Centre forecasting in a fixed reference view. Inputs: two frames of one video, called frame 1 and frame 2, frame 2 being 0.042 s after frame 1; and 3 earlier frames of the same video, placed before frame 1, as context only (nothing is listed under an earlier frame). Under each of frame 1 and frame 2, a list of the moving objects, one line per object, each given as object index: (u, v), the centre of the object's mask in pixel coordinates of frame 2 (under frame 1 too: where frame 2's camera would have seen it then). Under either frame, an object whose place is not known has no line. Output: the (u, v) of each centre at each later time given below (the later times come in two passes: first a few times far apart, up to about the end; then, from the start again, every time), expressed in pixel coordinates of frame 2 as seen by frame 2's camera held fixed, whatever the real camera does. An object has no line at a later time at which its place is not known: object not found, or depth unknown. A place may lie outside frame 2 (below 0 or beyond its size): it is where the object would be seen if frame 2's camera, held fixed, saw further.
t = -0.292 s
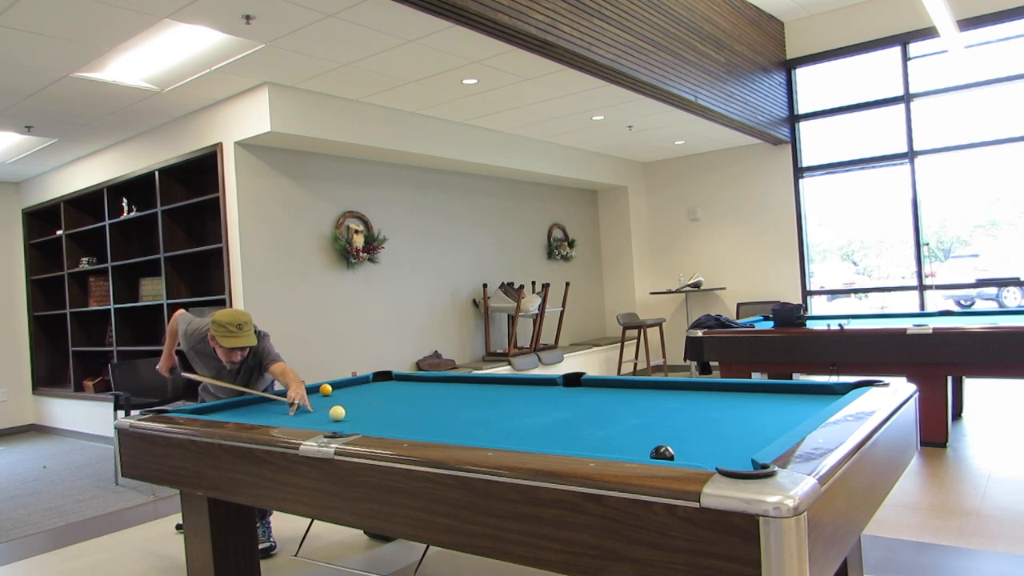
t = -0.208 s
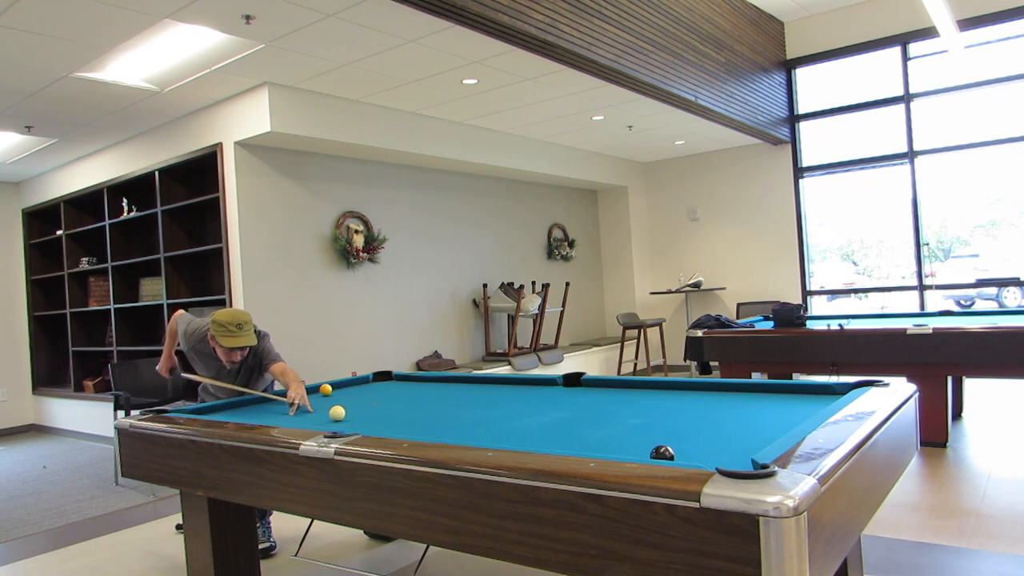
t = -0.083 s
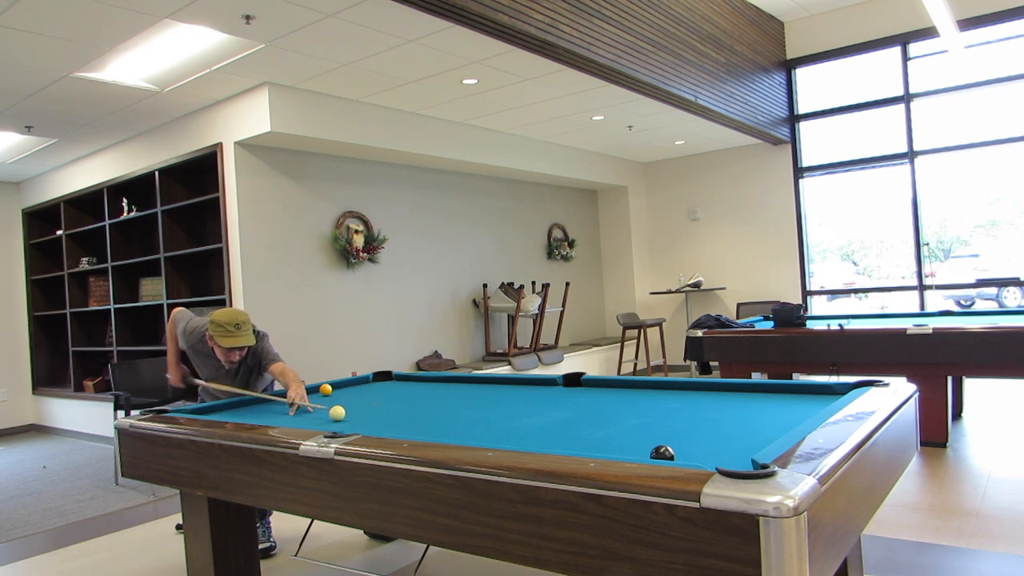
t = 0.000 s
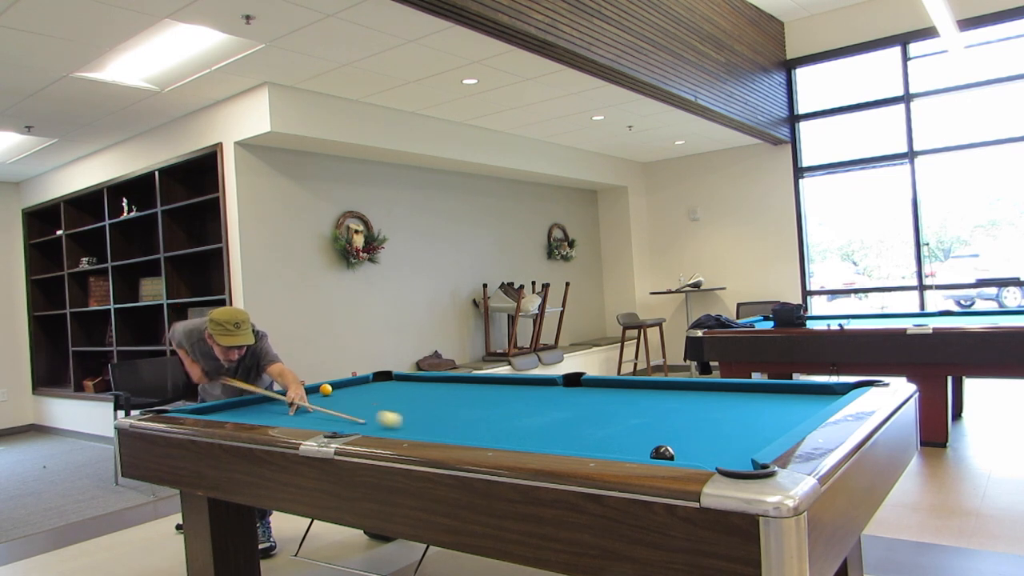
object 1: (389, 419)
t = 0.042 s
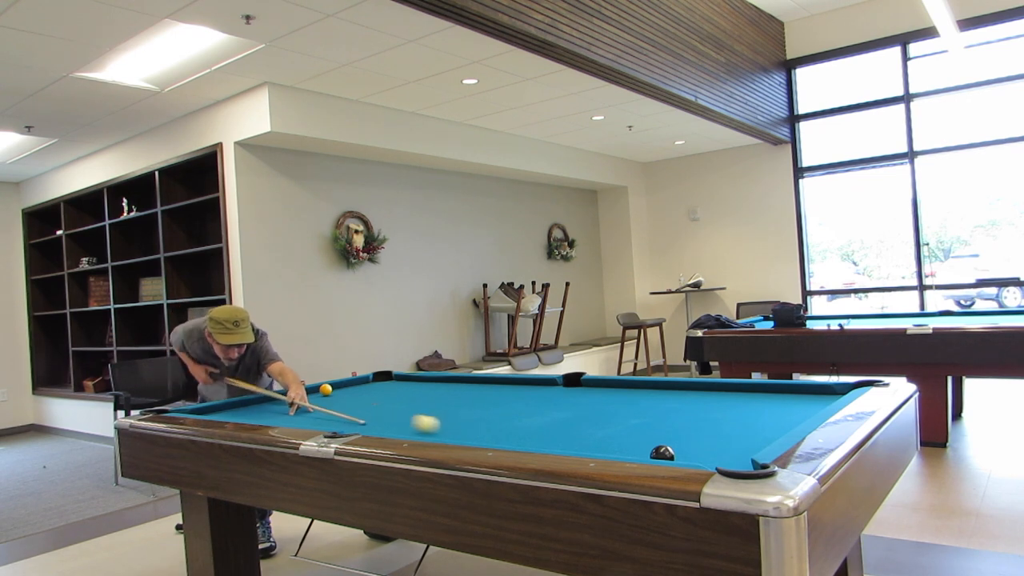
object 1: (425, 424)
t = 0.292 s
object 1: (660, 450)
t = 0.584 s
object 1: (747, 445)
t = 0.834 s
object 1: (712, 430)
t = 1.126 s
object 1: (682, 416)
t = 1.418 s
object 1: (659, 405)
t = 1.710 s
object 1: (639, 396)
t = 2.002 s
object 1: (624, 389)
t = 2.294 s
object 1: (611, 383)
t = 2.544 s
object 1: (587, 384)
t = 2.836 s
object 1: (559, 386)
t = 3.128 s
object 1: (535, 387)
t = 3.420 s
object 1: (511, 389)
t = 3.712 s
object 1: (489, 391)
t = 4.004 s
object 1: (469, 392)
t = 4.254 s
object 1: (453, 393)
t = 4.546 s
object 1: (436, 394)
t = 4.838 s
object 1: (421, 395)
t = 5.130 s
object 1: (408, 396)
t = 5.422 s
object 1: (397, 397)
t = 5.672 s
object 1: (389, 398)
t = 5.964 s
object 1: (381, 398)
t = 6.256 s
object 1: (375, 399)
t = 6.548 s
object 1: (371, 399)
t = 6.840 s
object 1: (369, 400)
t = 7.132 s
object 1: (368, 400)
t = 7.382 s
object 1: (369, 400)
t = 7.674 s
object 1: (368, 400)
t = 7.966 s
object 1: (368, 400)
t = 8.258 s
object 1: (368, 400)
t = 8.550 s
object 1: (369, 400)
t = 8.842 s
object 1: (368, 400)
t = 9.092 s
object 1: (368, 400)
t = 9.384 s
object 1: (369, 400)
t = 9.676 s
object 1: (369, 400)
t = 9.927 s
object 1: (369, 400)
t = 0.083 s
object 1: (465, 429)
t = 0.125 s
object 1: (510, 435)
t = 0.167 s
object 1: (558, 440)
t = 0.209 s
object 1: (614, 446)
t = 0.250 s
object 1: (649, 450)
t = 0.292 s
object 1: (660, 450)
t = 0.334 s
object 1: (672, 450)
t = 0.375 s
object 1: (686, 449)
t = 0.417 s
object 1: (703, 449)
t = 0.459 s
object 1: (721, 449)
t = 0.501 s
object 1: (740, 449)
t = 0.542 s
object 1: (755, 446)
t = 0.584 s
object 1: (747, 445)
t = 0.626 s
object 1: (739, 442)
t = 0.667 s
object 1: (732, 440)
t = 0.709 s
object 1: (727, 437)
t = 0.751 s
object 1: (722, 435)
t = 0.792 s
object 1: (716, 432)
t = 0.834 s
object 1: (712, 430)
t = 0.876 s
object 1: (707, 428)
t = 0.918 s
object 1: (702, 426)
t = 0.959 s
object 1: (698, 423)
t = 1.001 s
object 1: (694, 421)
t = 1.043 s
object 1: (690, 420)
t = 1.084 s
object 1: (686, 418)
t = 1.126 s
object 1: (682, 416)
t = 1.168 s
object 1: (678, 414)
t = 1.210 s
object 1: (675, 413)
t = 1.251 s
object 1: (671, 411)
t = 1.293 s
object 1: (668, 409)
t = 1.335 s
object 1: (665, 408)
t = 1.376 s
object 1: (662, 407)
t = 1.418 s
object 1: (659, 405)
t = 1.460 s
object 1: (656, 404)
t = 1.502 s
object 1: (653, 402)
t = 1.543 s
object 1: (650, 401)
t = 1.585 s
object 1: (647, 400)
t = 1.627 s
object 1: (645, 399)
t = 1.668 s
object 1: (642, 397)
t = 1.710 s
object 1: (639, 396)
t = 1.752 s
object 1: (637, 395)
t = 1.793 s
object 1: (635, 394)
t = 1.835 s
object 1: (633, 393)
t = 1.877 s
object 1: (630, 392)
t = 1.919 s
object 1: (628, 391)
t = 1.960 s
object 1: (626, 390)
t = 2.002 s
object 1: (624, 389)
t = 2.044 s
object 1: (622, 388)
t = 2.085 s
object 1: (620, 387)
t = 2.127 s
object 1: (618, 386)
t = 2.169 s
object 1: (616, 385)
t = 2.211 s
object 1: (614, 385)
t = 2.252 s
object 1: (612, 384)
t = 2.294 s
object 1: (611, 383)
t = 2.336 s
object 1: (608, 383)
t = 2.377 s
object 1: (603, 383)
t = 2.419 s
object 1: (599, 383)
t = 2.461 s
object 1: (595, 384)
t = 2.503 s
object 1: (591, 384)
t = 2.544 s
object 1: (587, 384)
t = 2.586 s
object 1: (583, 384)
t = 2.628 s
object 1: (579, 385)
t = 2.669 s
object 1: (575, 385)
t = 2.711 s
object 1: (571, 385)
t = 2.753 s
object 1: (567, 385)
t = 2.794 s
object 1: (563, 385)
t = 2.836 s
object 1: (559, 386)
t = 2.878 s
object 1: (556, 386)
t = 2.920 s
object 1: (552, 386)
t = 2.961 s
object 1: (548, 386)
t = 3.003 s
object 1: (545, 387)
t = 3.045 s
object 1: (541, 387)
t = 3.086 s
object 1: (538, 387)
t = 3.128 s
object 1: (535, 387)
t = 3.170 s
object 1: (531, 388)
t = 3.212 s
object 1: (527, 388)
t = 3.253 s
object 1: (524, 388)
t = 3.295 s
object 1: (521, 388)
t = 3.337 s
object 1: (517, 389)
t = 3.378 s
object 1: (514, 389)
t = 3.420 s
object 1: (511, 389)
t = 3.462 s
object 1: (507, 389)
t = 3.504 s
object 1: (504, 389)
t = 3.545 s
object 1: (501, 390)
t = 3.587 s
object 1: (498, 390)
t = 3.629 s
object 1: (495, 390)
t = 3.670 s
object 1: (492, 390)
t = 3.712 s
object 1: (489, 391)
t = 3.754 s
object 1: (486, 391)
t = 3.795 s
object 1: (483, 391)
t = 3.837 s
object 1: (480, 391)
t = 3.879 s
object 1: (477, 391)
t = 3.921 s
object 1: (474, 392)
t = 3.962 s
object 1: (472, 392)
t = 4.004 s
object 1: (469, 392)
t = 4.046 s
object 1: (466, 392)
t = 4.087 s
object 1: (464, 392)
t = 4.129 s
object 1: (461, 392)
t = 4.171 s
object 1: (458, 393)
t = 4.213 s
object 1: (456, 393)
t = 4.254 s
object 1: (453, 393)
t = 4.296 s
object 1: (451, 393)
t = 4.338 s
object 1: (448, 393)
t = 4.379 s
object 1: (446, 393)
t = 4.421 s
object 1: (443, 394)
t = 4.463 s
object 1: (441, 394)
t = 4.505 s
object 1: (439, 394)
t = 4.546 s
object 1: (436, 394)
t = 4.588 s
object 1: (434, 394)
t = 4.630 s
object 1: (432, 395)
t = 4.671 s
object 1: (430, 395)
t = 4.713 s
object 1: (427, 395)
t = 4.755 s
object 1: (425, 395)
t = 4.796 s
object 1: (423, 395)
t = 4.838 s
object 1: (421, 395)
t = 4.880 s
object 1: (419, 395)
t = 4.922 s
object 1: (417, 396)
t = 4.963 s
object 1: (416, 396)
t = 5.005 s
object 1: (413, 396)
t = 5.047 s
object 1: (412, 396)
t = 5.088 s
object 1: (410, 396)
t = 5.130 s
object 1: (408, 396)
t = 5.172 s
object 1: (406, 396)
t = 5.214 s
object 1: (405, 397)
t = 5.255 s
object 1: (403, 397)
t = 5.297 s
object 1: (401, 397)
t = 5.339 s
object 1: (400, 397)
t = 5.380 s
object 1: (398, 397)
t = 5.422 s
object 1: (397, 397)
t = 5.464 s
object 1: (395, 397)
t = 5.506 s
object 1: (394, 397)
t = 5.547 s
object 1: (392, 398)
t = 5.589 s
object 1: (391, 398)
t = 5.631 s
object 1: (390, 398)
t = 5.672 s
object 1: (389, 398)
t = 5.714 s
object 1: (387, 398)
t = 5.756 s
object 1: (386, 398)
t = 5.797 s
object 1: (385, 398)
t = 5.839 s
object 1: (384, 398)
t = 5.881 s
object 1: (383, 398)
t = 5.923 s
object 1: (382, 398)
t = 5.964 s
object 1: (381, 398)
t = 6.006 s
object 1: (380, 399)
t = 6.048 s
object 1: (379, 399)
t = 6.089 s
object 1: (378, 399)
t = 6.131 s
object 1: (377, 399)
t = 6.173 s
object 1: (377, 399)
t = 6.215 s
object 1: (376, 399)
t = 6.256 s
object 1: (375, 399)
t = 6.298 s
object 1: (375, 399)
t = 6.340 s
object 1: (374, 399)
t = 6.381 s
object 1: (373, 399)
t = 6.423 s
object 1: (372, 399)
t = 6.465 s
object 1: (372, 399)
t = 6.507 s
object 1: (371, 399)
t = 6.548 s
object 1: (371, 399)
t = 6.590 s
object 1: (371, 399)
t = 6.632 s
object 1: (370, 399)
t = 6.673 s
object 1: (370, 399)
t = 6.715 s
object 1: (369, 399)
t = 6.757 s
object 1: (369, 399)
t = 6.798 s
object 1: (369, 400)
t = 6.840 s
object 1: (369, 400)
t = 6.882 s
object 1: (369, 400)
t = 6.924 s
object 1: (369, 400)
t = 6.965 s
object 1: (369, 400)
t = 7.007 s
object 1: (369, 400)
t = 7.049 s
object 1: (369, 400)
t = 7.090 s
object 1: (369, 400)
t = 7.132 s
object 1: (368, 400)
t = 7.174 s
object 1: (369, 400)
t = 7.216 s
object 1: (369, 400)
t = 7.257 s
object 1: (369, 400)
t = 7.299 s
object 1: (368, 400)
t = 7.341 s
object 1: (369, 400)
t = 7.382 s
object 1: (369, 400)
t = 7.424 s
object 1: (369, 400)
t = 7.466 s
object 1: (368, 400)
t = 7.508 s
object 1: (369, 400)
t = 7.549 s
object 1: (369, 400)
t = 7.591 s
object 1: (369, 400)
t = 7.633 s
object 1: (369, 400)
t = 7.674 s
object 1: (368, 400)
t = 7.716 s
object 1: (368, 400)
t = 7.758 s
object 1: (369, 400)
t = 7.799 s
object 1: (369, 400)
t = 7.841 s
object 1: (368, 400)
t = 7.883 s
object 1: (368, 400)
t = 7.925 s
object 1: (368, 400)
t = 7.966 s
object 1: (368, 400)
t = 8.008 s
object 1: (368, 400)
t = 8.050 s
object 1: (368, 400)
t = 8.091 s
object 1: (368, 400)
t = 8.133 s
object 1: (369, 400)
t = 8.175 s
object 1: (368, 400)
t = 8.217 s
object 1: (368, 400)
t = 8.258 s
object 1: (368, 400)
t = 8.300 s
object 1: (369, 400)
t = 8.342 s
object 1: (368, 400)
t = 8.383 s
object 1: (368, 400)
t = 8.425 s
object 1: (368, 400)
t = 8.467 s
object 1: (368, 400)
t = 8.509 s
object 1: (368, 400)
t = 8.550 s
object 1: (369, 400)
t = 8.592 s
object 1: (368, 400)
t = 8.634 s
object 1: (368, 400)
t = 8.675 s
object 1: (368, 400)
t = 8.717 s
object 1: (369, 400)
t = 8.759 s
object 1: (368, 400)
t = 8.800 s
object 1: (368, 400)
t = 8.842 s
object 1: (368, 400)
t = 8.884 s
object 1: (368, 400)
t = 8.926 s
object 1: (368, 400)
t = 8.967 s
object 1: (368, 400)
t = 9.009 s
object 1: (368, 400)
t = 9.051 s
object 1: (368, 400)
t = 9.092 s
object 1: (368, 400)
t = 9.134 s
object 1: (368, 400)
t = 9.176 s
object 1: (368, 400)
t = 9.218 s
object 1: (368, 400)
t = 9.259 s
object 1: (369, 400)
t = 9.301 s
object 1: (369, 400)
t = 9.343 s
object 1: (369, 400)
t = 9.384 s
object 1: (369, 400)
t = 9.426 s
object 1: (369, 400)
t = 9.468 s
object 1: (369, 400)
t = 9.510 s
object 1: (369, 400)
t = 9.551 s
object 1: (369, 400)
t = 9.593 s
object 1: (369, 400)
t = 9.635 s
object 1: (369, 400)
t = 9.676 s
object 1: (369, 400)
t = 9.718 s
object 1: (369, 400)
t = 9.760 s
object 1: (369, 400)
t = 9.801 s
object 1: (369, 400)
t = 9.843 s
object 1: (369, 399)
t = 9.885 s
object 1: (369, 400)
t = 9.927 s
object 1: (369, 400)
